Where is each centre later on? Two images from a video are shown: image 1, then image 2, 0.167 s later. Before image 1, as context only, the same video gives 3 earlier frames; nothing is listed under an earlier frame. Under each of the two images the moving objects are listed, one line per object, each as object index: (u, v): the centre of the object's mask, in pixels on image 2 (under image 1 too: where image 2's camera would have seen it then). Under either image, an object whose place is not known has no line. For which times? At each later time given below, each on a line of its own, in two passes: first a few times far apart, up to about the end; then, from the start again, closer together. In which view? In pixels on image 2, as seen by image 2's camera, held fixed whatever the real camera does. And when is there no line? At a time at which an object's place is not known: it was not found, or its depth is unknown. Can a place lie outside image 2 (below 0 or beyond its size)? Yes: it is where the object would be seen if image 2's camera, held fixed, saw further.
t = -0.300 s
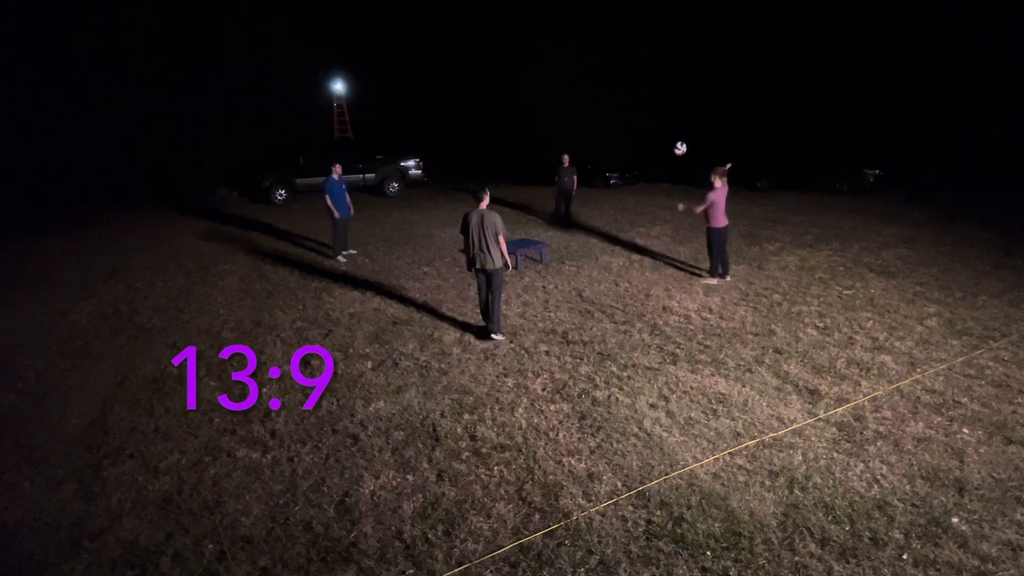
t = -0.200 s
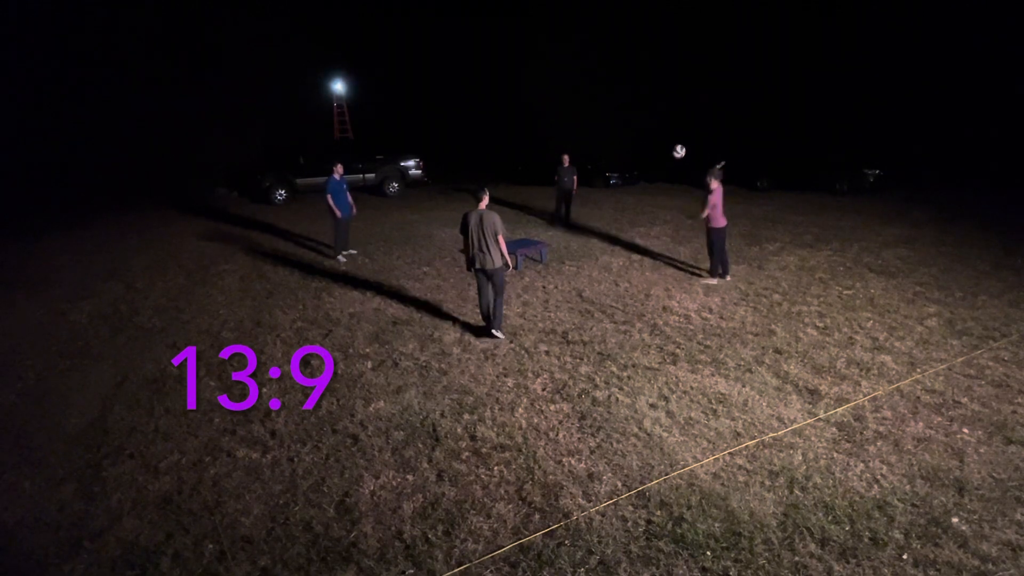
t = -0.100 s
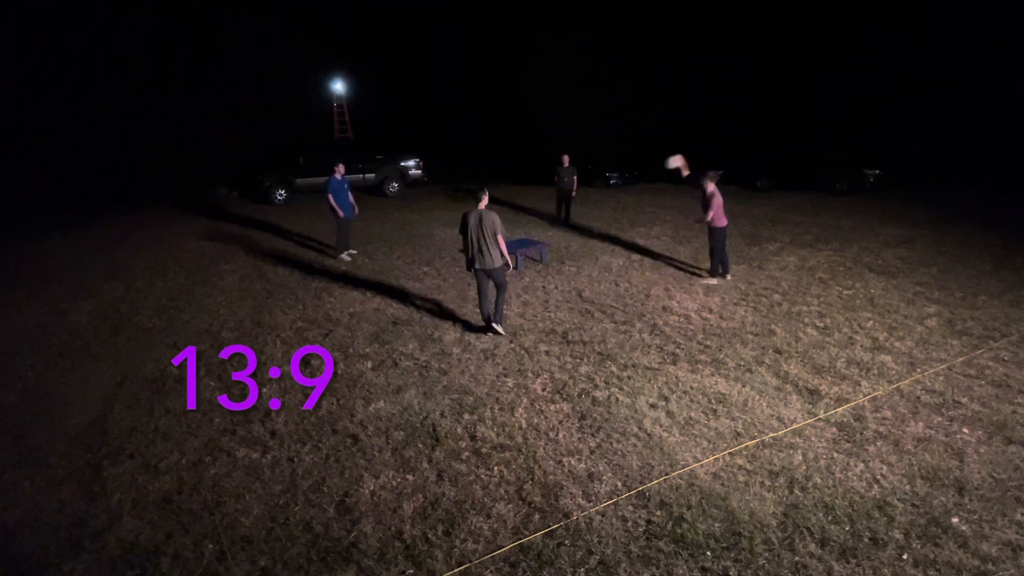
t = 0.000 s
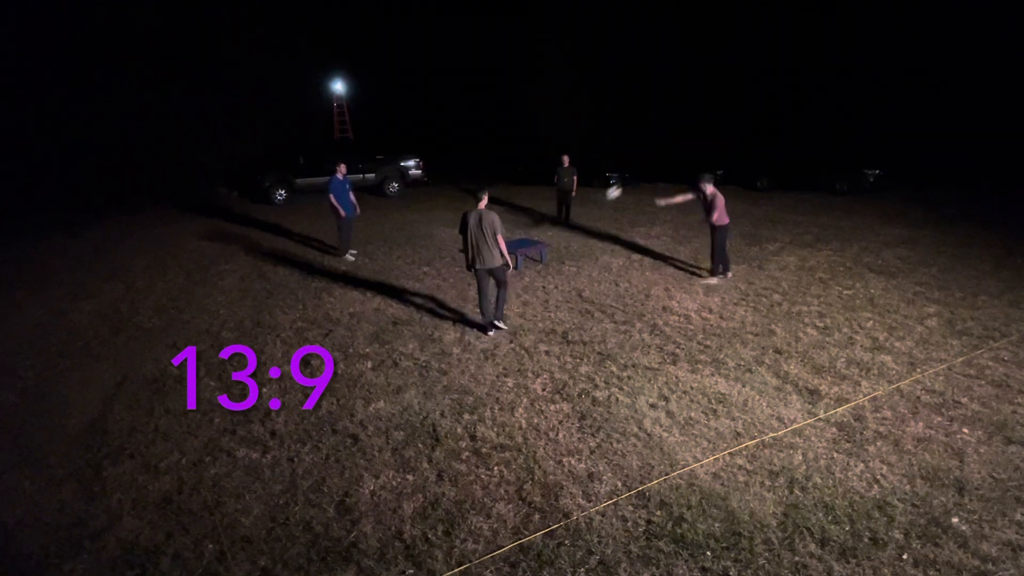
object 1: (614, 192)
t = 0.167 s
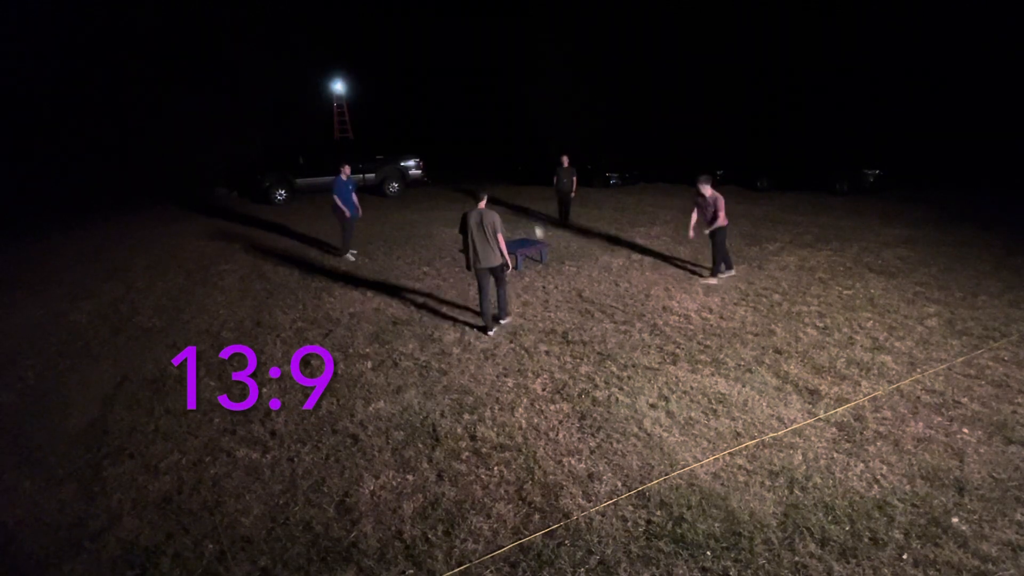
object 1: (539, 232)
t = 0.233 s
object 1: (527, 211)
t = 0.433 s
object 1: (495, 155)
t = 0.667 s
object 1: (454, 118)
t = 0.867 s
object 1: (420, 114)
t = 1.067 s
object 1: (388, 137)
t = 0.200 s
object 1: (533, 220)
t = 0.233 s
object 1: (527, 211)
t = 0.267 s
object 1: (522, 200)
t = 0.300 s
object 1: (517, 190)
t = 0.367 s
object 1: (505, 171)
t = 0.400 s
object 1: (500, 163)
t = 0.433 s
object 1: (495, 155)
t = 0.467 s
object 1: (489, 148)
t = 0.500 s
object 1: (483, 141)
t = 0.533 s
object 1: (477, 135)
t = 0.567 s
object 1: (472, 130)
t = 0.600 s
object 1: (465, 126)
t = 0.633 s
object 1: (460, 122)
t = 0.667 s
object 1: (454, 118)
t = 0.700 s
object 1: (448, 115)
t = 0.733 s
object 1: (442, 114)
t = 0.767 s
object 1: (437, 113)
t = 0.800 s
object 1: (431, 113)
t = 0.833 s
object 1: (426, 113)
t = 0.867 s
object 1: (420, 114)
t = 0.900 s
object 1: (414, 116)
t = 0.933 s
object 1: (409, 119)
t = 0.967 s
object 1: (404, 123)
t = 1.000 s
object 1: (398, 127)
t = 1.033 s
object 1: (394, 131)
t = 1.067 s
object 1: (388, 137)
